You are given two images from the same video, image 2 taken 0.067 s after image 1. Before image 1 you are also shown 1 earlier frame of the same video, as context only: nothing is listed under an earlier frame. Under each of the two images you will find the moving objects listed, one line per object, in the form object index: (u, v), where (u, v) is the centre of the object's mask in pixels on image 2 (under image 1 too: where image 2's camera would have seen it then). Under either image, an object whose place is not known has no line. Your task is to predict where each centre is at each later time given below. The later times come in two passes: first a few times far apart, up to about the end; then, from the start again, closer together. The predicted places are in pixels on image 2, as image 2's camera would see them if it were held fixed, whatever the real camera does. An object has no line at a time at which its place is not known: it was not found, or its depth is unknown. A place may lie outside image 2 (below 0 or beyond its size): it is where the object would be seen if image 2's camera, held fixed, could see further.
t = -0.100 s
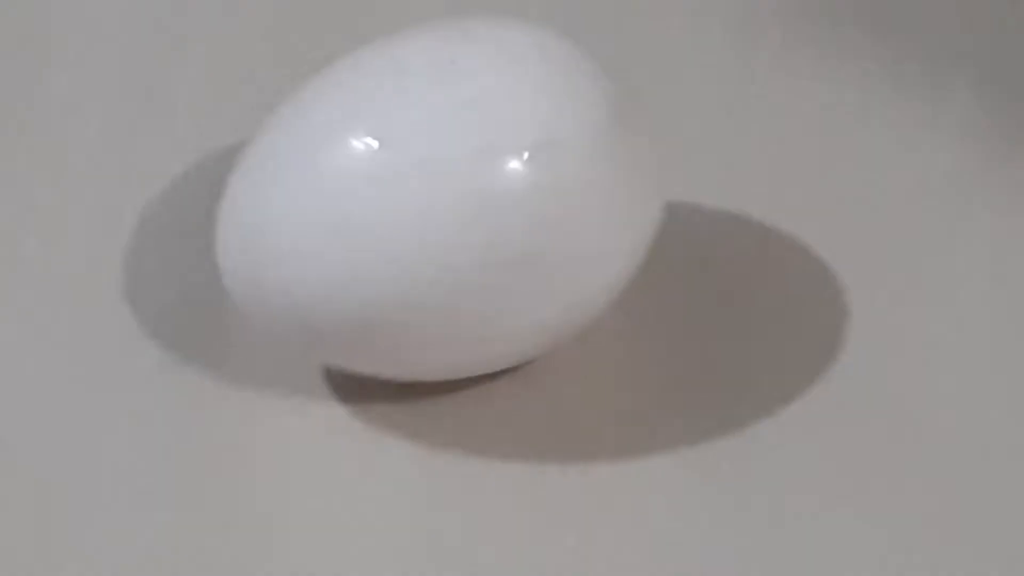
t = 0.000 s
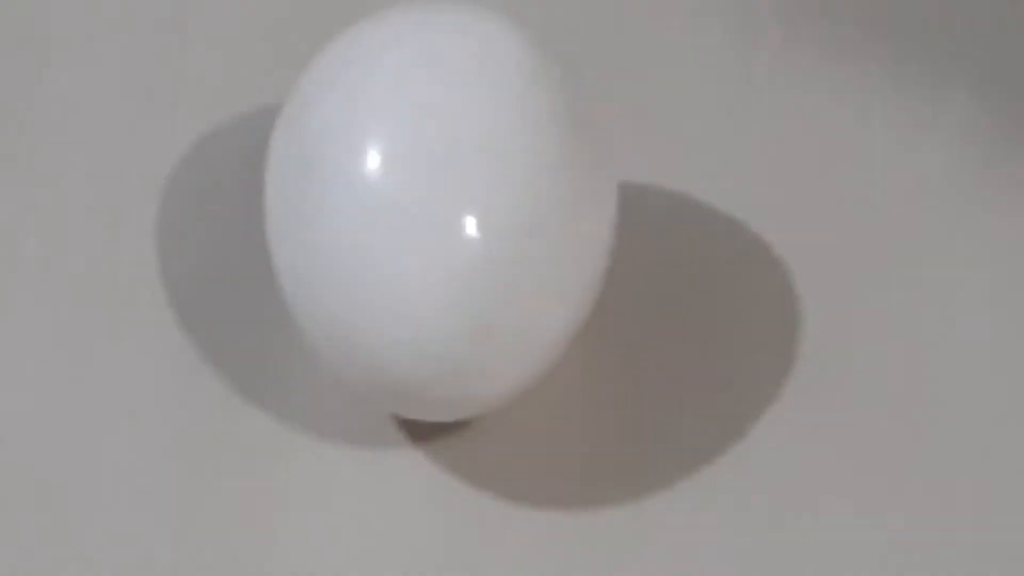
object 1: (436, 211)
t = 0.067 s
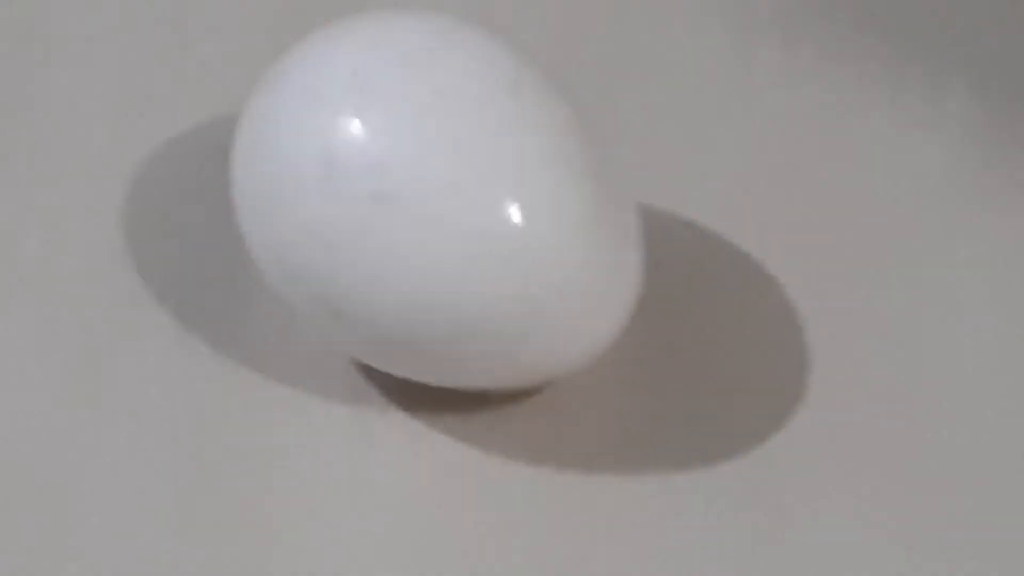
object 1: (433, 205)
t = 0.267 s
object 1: (432, 212)
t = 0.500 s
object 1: (414, 216)
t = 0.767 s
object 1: (417, 222)
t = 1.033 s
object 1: (411, 207)
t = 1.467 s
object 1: (377, 224)
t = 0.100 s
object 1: (431, 205)
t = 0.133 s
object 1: (429, 202)
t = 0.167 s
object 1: (427, 204)
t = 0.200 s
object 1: (428, 207)
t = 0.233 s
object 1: (430, 209)
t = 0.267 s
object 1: (432, 212)
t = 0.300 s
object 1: (432, 208)
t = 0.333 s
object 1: (426, 207)
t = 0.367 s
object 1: (416, 206)
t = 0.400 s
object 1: (409, 209)
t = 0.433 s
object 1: (406, 213)
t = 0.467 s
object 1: (410, 215)
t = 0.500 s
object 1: (414, 216)
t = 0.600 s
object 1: (422, 215)
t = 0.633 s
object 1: (419, 214)
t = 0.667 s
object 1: (414, 209)
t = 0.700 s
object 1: (411, 212)
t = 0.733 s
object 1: (411, 219)
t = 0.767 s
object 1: (417, 222)
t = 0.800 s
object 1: (426, 221)
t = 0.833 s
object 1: (429, 217)
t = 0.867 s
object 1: (426, 211)
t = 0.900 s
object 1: (420, 209)
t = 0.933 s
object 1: (412, 209)
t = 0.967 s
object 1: (409, 210)
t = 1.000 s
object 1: (410, 210)
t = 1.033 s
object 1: (411, 207)
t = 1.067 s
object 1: (411, 206)
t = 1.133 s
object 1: (412, 215)
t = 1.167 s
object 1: (413, 217)
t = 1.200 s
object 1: (408, 219)
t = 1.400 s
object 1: (395, 221)
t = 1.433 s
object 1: (385, 221)
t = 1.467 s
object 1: (377, 224)
